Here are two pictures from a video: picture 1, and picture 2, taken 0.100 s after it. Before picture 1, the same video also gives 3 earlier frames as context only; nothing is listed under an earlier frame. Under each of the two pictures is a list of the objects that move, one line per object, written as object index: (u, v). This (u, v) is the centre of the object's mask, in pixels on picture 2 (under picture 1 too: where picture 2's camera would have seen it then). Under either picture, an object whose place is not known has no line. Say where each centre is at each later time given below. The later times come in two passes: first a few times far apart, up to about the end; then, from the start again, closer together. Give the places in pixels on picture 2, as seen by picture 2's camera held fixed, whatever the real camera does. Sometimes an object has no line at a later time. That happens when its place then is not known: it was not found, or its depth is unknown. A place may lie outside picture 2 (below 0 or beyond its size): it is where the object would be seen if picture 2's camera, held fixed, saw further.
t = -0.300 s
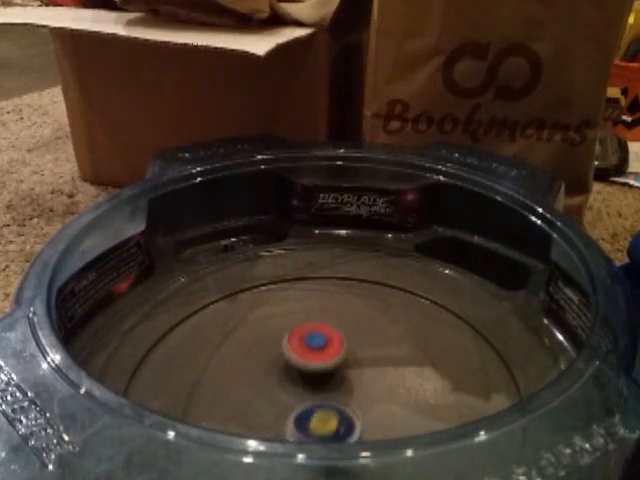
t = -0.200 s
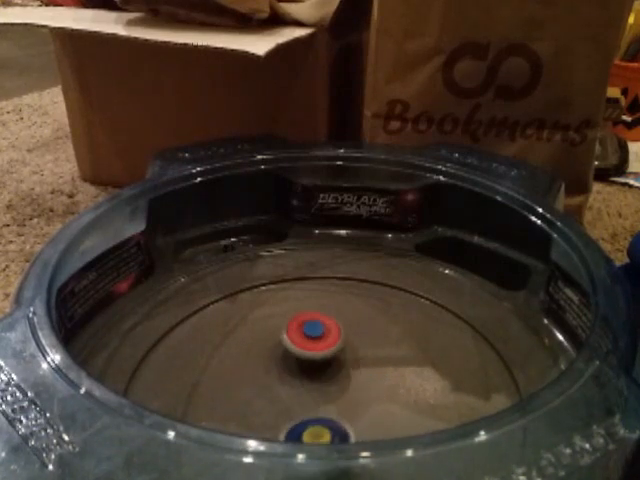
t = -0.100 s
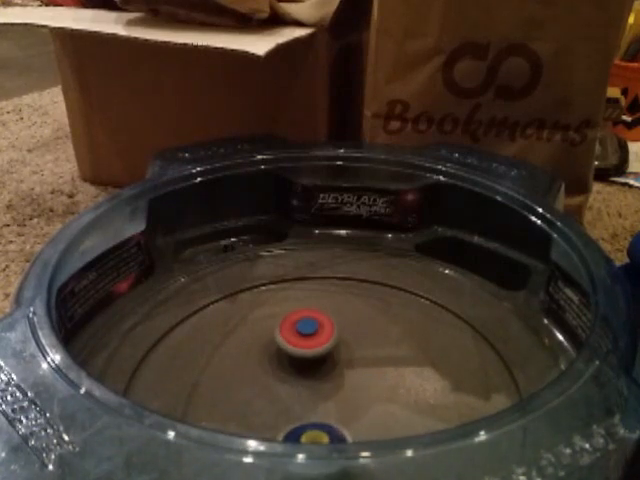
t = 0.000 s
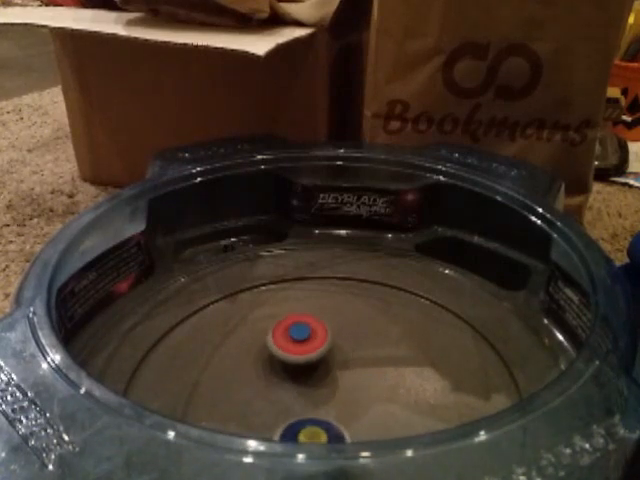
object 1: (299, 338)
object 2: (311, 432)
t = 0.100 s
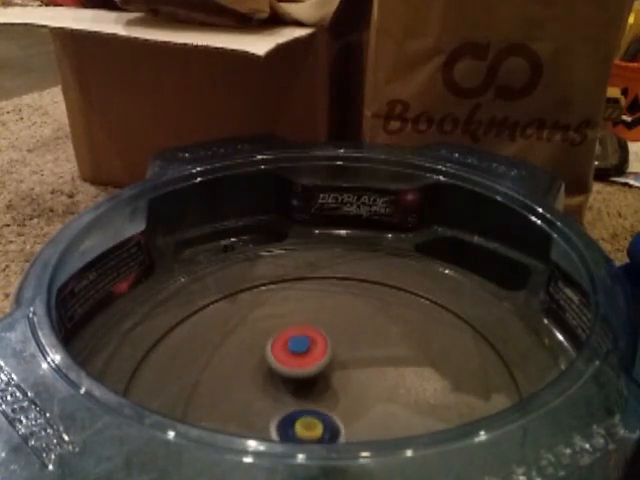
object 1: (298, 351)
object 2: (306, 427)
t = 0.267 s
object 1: (325, 349)
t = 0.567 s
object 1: (347, 324)
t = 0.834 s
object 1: (366, 325)
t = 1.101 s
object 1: (366, 317)
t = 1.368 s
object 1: (334, 365)
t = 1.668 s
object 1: (261, 378)
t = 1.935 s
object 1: (216, 361)
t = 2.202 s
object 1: (242, 353)
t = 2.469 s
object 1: (255, 363)
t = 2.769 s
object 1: (283, 403)
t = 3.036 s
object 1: (326, 420)
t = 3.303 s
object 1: (356, 413)
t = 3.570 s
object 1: (351, 381)
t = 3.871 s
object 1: (336, 357)
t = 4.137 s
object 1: (378, 376)
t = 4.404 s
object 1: (371, 398)
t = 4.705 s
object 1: (329, 388)
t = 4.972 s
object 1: (338, 362)
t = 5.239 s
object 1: (368, 367)
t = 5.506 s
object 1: (358, 382)
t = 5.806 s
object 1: (361, 363)
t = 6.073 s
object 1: (372, 354)
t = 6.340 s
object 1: (364, 353)
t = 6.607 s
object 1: (340, 353)
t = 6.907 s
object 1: (346, 352)
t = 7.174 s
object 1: (342, 357)
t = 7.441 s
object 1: (345, 367)
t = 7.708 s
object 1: (364, 371)
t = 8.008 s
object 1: (367, 374)
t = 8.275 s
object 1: (347, 358)
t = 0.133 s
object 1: (299, 356)
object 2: (305, 424)
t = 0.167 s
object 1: (301, 361)
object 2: (304, 421)
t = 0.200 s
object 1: (305, 365)
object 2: (303, 419)
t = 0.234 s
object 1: (313, 361)
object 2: (293, 422)
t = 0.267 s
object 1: (325, 349)
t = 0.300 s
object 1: (337, 341)
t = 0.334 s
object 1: (346, 337)
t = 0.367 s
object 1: (349, 333)
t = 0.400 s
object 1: (351, 330)
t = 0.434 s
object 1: (351, 327)
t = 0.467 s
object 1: (351, 324)
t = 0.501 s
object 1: (351, 322)
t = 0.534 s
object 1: (349, 322)
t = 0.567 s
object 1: (347, 324)
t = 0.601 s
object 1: (344, 327)
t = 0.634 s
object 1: (341, 331)
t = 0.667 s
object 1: (338, 335)
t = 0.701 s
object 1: (335, 340)
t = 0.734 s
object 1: (333, 345)
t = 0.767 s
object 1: (333, 349)
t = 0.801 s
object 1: (352, 335)
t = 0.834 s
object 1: (366, 325)
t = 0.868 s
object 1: (375, 318)
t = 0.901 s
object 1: (376, 314)
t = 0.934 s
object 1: (377, 312)
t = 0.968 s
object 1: (376, 310)
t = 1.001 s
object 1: (374, 310)
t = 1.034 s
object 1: (372, 310)
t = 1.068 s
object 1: (369, 313)
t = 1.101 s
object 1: (366, 317)
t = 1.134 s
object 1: (363, 322)
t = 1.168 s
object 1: (360, 328)
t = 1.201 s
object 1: (356, 334)
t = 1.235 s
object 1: (352, 341)
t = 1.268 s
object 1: (348, 347)
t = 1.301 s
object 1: (344, 353)
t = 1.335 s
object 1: (339, 359)
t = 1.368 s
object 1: (334, 365)
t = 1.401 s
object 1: (330, 370)
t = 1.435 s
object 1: (325, 376)
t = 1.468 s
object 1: (320, 380)
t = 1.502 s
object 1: (309, 383)
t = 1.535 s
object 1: (297, 380)
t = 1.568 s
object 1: (288, 380)
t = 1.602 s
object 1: (279, 380)
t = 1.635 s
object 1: (271, 379)
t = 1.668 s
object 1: (261, 378)
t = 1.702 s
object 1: (254, 377)
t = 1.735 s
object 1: (246, 376)
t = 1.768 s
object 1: (240, 374)
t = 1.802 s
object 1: (233, 371)
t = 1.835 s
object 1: (226, 369)
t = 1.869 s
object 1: (222, 366)
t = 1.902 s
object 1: (218, 363)
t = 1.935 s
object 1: (216, 361)
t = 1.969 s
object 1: (214, 358)
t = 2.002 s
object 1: (215, 356)
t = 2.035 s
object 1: (217, 354)
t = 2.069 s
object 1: (220, 353)
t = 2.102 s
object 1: (224, 353)
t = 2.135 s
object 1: (229, 353)
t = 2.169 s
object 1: (236, 353)
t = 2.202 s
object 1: (242, 353)
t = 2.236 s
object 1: (251, 355)
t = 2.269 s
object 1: (259, 356)
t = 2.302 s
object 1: (268, 358)
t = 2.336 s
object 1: (277, 360)
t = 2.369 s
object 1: (277, 362)
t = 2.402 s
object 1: (263, 361)
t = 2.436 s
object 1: (256, 361)
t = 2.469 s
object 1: (255, 363)
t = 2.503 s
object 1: (255, 368)
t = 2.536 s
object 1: (257, 373)
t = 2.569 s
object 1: (259, 378)
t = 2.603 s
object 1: (263, 382)
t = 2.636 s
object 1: (266, 387)
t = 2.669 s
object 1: (270, 392)
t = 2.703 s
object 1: (274, 396)
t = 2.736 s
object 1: (279, 400)
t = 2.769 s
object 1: (283, 403)
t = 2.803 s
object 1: (288, 407)
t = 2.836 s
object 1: (293, 410)
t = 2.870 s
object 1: (298, 412)
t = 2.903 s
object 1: (304, 415)
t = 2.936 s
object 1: (310, 417)
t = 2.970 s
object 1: (315, 418)
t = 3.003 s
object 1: (321, 419)
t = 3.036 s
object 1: (326, 420)
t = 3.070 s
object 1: (331, 420)
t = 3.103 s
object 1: (336, 420)
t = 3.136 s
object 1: (340, 420)
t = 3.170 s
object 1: (344, 420)
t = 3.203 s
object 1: (348, 419)
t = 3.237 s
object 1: (351, 417)
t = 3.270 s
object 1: (354, 416)
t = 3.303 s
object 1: (356, 413)
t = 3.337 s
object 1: (358, 409)
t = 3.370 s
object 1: (359, 406)
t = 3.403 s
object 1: (357, 401)
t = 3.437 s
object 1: (357, 397)
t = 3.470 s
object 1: (356, 393)
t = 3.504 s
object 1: (355, 389)
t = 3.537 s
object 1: (352, 385)
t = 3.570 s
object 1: (351, 381)
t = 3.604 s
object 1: (348, 377)
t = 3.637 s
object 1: (347, 373)
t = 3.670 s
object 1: (344, 370)
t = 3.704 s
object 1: (343, 366)
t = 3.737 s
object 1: (340, 363)
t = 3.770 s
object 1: (337, 360)
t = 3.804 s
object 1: (334, 357)
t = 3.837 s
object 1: (333, 356)
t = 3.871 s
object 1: (336, 357)
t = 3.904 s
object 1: (338, 356)
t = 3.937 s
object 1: (342, 358)
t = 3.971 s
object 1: (342, 358)
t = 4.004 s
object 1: (345, 360)
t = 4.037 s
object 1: (348, 362)
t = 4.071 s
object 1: (366, 368)
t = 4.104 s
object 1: (374, 373)
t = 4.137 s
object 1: (378, 376)
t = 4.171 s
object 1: (380, 378)
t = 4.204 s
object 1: (382, 380)
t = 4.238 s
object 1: (384, 384)
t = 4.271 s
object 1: (383, 388)
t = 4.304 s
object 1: (380, 391)
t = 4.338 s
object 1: (378, 394)
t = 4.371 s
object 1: (376, 396)
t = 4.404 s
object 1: (371, 398)
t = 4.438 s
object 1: (364, 400)
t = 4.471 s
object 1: (358, 400)
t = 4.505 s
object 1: (353, 400)
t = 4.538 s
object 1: (348, 400)
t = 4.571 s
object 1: (343, 398)
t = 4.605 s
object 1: (338, 397)
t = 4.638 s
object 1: (334, 394)
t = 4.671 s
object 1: (331, 391)
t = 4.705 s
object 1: (329, 388)
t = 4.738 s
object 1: (328, 385)
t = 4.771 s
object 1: (327, 381)
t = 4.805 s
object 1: (327, 378)
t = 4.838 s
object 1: (328, 374)
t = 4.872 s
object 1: (329, 370)
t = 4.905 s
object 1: (331, 367)
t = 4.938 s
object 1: (335, 364)
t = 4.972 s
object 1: (338, 362)
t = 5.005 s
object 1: (342, 360)
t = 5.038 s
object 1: (346, 359)
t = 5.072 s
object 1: (351, 358)
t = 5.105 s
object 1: (356, 359)
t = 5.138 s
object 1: (360, 360)
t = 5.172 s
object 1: (364, 362)
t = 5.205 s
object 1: (366, 364)
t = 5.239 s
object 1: (368, 367)
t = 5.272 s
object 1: (368, 371)
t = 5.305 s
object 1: (368, 373)
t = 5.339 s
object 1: (366, 377)
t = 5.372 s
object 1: (364, 380)
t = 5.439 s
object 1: (360, 382)
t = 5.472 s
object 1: (358, 382)
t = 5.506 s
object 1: (358, 382)
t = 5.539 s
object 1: (354, 383)
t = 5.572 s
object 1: (353, 381)
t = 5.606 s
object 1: (353, 380)
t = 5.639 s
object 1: (353, 377)
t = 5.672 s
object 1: (355, 376)
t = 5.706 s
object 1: (356, 374)
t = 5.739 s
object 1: (356, 371)
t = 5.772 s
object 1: (357, 366)
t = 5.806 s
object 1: (361, 363)
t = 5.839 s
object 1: (363, 361)
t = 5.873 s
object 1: (366, 358)
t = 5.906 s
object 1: (368, 356)
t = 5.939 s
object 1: (370, 354)
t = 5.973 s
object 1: (372, 354)
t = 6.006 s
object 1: (372, 354)
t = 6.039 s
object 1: (372, 353)
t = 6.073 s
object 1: (372, 354)
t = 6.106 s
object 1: (374, 352)
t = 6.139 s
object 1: (376, 352)
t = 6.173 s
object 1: (375, 352)
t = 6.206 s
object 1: (373, 351)
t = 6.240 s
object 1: (374, 350)
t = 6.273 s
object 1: (372, 353)
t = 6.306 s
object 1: (367, 353)
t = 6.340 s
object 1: (364, 353)
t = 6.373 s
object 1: (361, 354)
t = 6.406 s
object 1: (356, 356)
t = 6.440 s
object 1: (351, 356)
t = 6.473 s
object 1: (346, 357)
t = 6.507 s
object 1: (341, 356)
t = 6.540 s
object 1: (339, 355)
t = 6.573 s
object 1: (339, 354)
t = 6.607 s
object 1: (340, 353)
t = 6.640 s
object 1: (341, 354)
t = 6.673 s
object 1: (342, 354)
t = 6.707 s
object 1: (341, 353)
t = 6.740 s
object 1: (339, 353)
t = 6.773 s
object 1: (336, 352)
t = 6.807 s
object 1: (336, 350)
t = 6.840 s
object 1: (340, 349)
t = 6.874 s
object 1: (344, 350)
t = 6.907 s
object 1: (346, 352)
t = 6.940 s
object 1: (347, 355)
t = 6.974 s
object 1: (347, 357)
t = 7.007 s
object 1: (346, 357)
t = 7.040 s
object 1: (349, 351)
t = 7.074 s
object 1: (352, 349)
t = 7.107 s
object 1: (353, 352)
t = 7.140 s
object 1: (350, 355)
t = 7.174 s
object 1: (342, 357)
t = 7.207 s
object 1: (334, 357)
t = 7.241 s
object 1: (330, 355)
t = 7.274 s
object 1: (331, 352)
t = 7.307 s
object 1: (335, 354)
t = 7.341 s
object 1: (338, 358)
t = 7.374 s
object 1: (337, 361)
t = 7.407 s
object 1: (341, 365)
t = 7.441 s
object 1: (345, 367)
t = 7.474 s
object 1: (348, 367)
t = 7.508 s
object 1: (351, 368)
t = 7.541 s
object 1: (355, 369)
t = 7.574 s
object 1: (358, 369)
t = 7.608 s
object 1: (359, 370)
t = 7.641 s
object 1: (361, 370)
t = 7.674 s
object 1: (363, 370)
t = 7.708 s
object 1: (364, 371)
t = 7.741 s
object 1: (366, 373)
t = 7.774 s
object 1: (366, 374)
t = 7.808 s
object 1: (368, 374)
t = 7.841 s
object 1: (368, 374)
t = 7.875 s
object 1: (368, 374)
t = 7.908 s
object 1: (369, 374)
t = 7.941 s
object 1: (369, 374)
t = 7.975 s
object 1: (368, 374)
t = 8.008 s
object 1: (367, 374)
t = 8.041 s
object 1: (364, 373)
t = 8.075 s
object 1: (361, 373)
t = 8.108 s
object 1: (358, 371)
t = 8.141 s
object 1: (354, 369)
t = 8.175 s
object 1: (351, 368)
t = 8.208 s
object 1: (349, 364)
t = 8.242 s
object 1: (347, 361)
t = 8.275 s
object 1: (347, 358)
